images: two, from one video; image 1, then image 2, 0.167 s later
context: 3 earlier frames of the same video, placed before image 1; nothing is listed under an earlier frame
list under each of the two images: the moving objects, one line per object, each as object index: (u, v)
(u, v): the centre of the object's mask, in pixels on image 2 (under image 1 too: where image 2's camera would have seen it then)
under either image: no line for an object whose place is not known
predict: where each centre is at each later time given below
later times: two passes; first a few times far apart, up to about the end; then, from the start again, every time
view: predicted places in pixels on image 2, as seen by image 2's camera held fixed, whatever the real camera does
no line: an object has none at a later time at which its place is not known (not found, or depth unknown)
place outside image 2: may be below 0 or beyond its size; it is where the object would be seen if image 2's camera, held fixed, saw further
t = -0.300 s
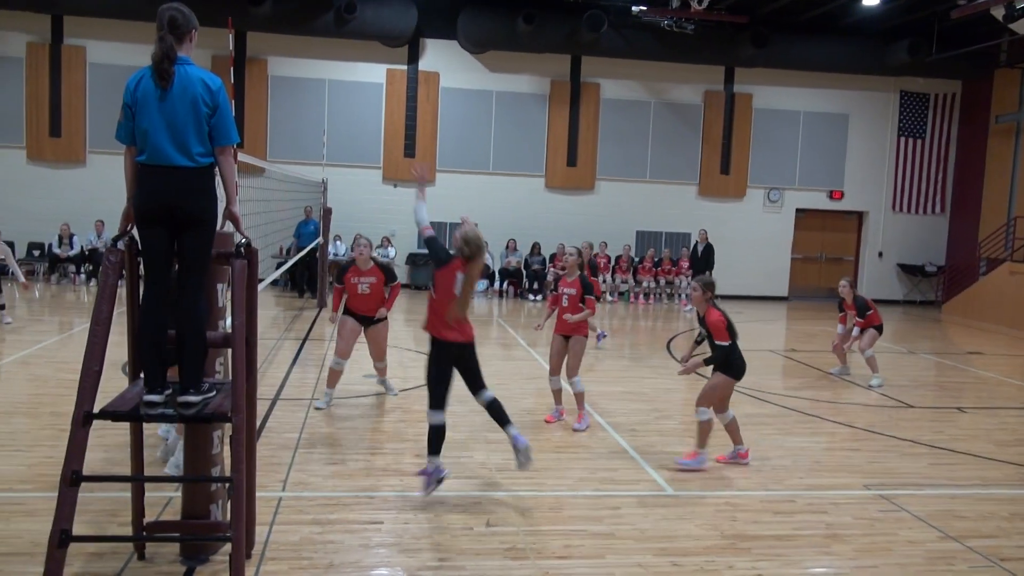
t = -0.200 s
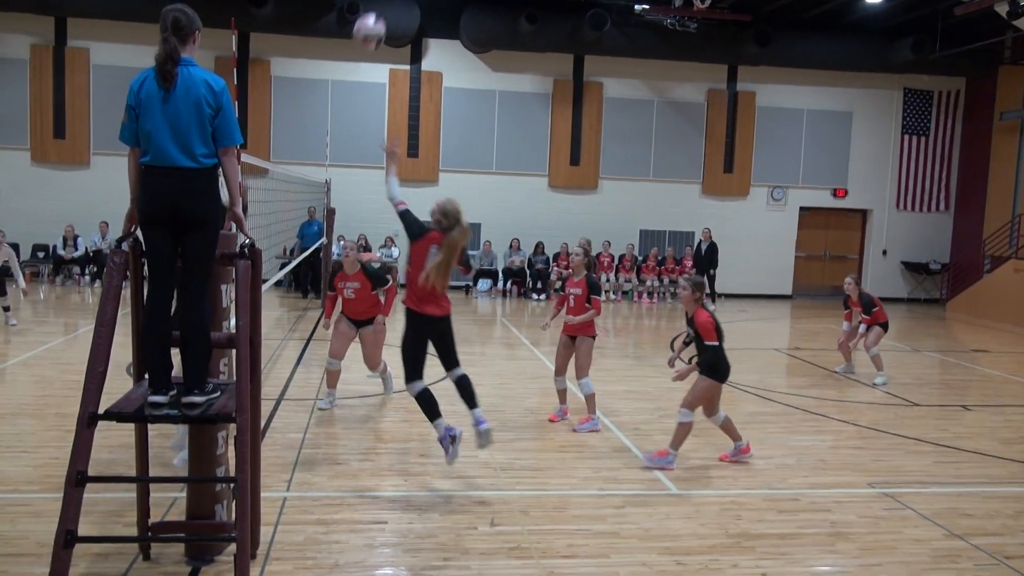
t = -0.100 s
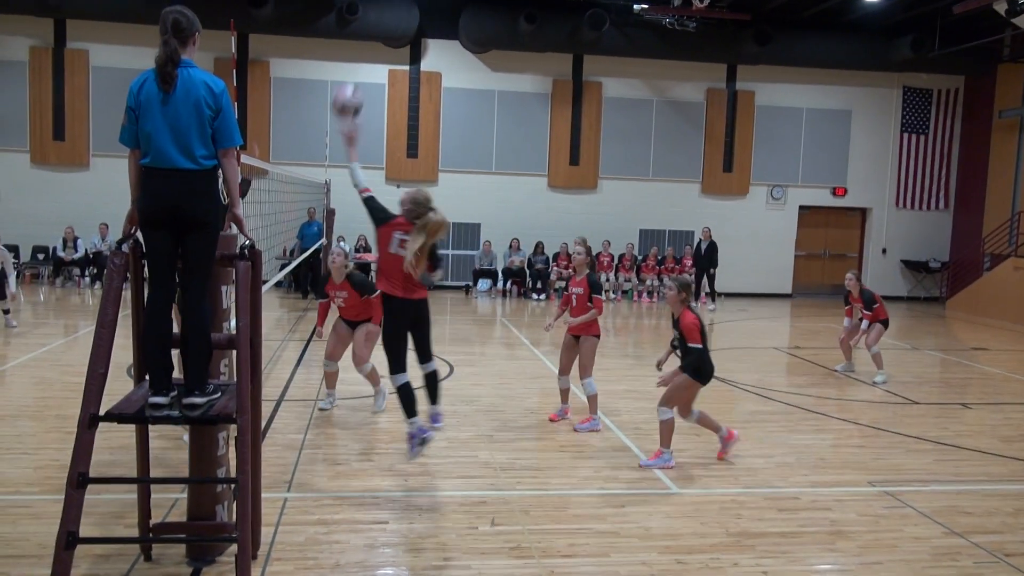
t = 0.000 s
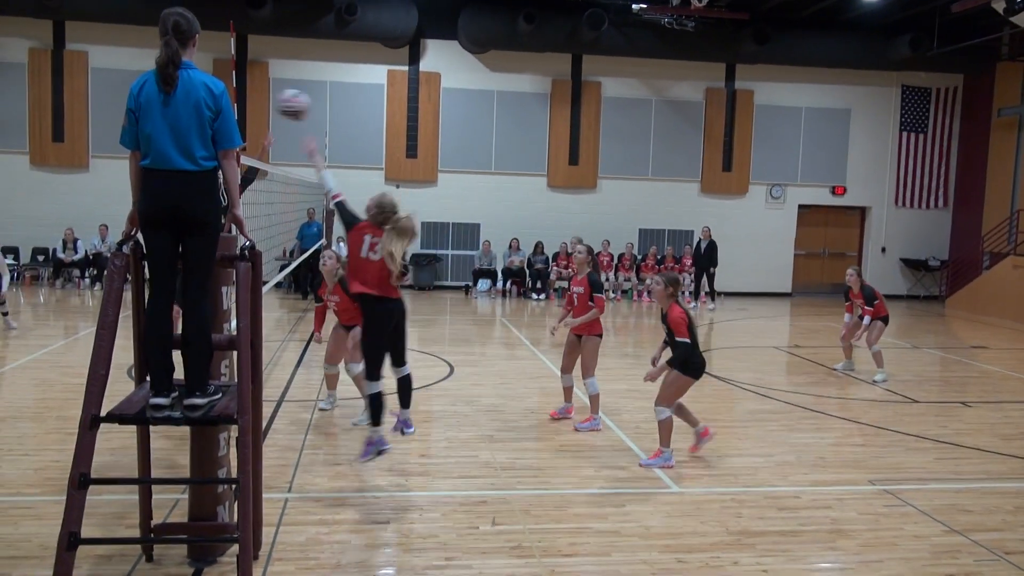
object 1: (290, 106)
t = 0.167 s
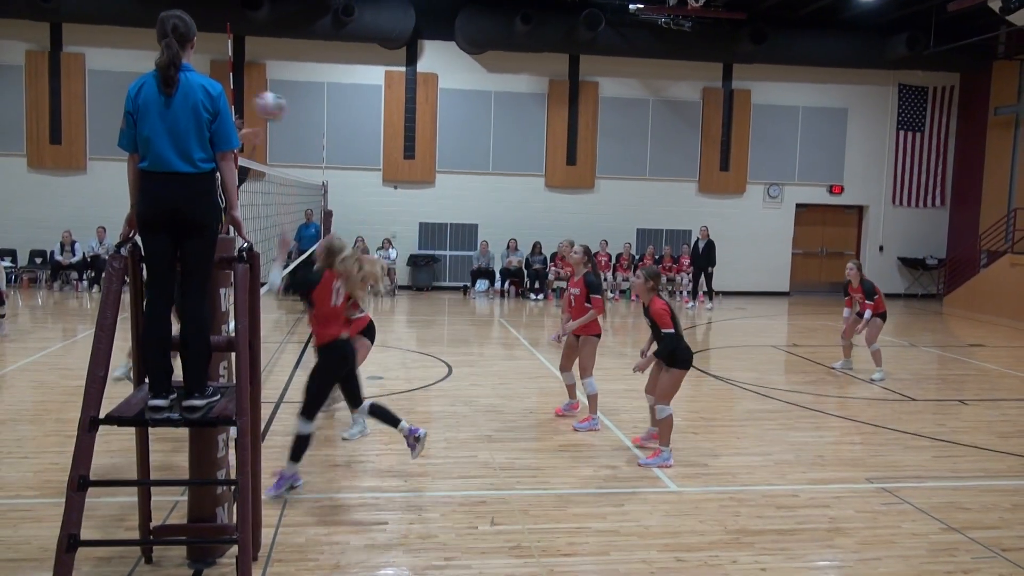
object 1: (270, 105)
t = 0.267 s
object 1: (319, 125)
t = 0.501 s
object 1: (417, 209)
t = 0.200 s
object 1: (286, 111)
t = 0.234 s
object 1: (303, 118)
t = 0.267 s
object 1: (319, 125)
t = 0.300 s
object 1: (335, 134)
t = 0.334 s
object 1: (350, 144)
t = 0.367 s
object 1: (364, 155)
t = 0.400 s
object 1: (378, 166)
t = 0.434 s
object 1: (391, 180)
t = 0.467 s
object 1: (404, 194)
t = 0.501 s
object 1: (417, 209)
